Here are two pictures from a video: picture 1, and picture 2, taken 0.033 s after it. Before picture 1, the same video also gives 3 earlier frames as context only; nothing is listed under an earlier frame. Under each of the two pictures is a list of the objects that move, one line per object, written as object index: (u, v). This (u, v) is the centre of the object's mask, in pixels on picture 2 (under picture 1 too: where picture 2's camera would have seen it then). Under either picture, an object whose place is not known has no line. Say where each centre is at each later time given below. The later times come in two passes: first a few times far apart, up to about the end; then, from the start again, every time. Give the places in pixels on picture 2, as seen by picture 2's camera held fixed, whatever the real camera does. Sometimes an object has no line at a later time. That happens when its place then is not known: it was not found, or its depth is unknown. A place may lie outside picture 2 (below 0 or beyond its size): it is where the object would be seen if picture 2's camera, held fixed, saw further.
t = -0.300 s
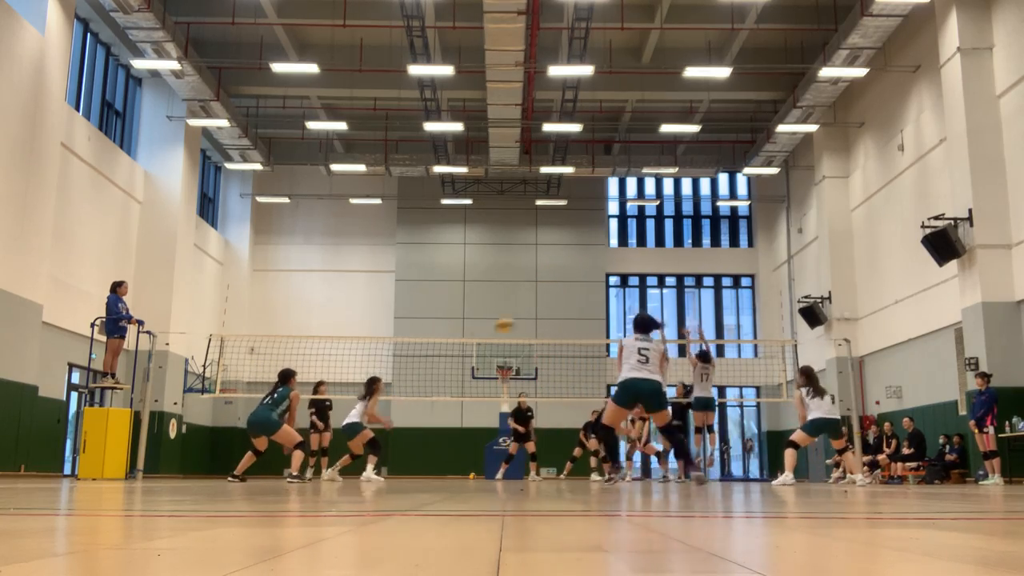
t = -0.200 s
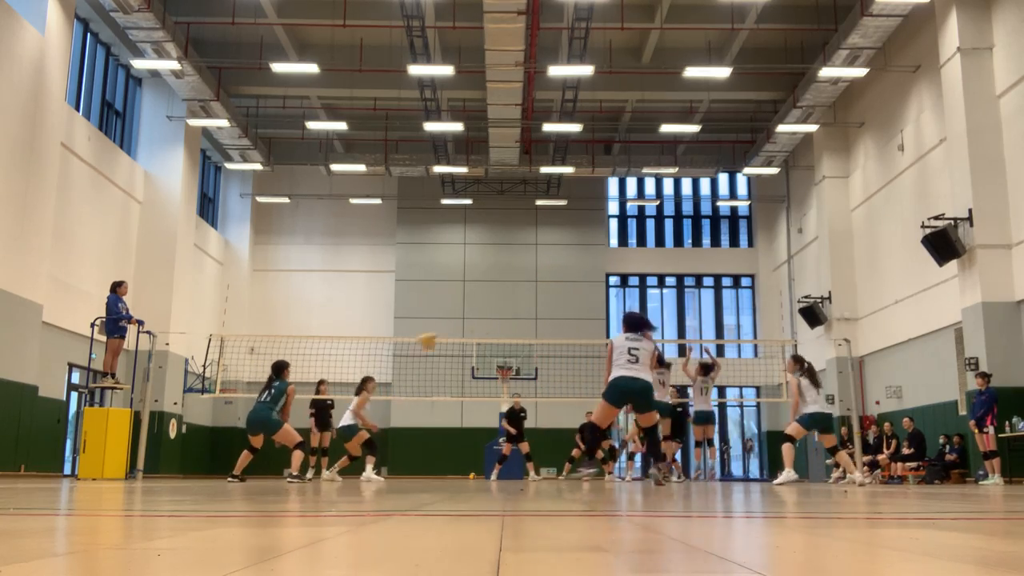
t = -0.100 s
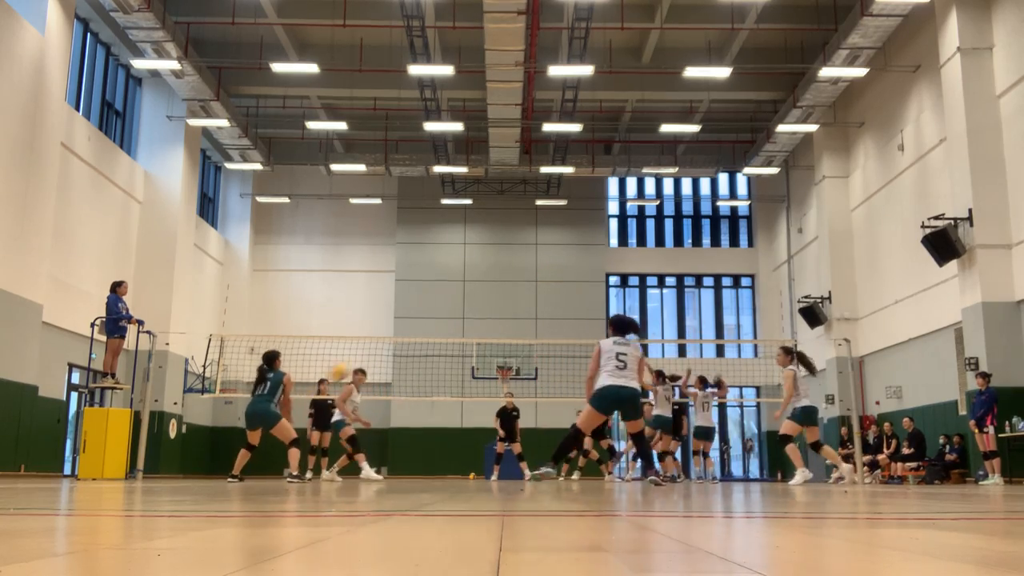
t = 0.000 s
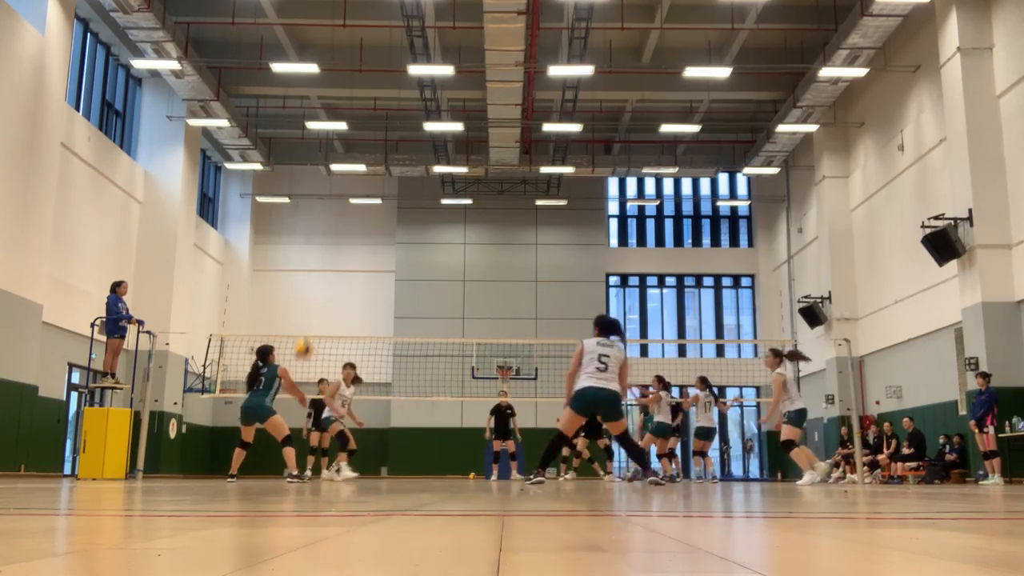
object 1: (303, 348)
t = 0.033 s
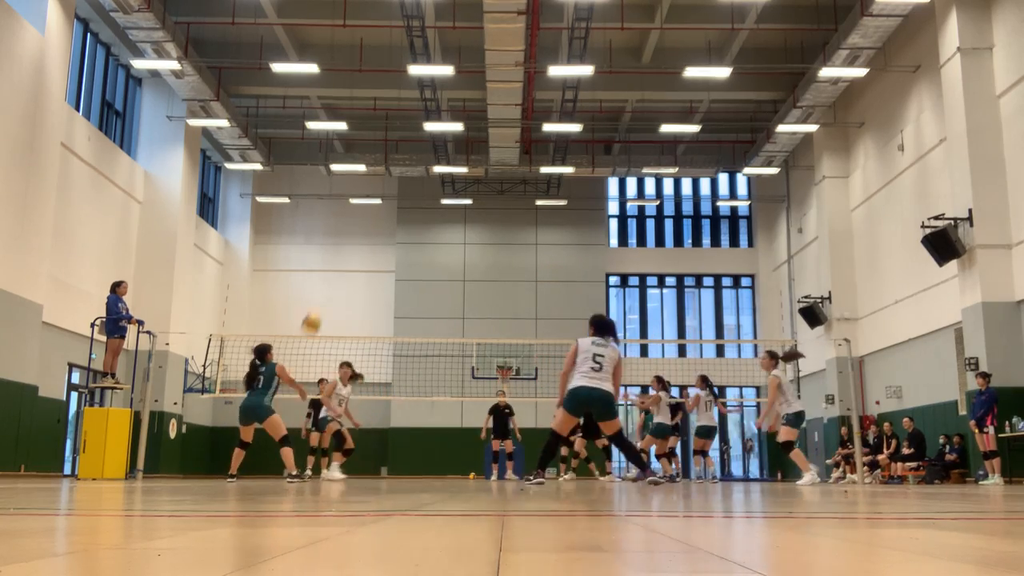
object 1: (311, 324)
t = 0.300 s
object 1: (361, 171)
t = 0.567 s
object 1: (396, 91)
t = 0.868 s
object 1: (430, 68)
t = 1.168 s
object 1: (460, 109)
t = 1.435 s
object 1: (485, 195)
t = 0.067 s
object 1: (319, 299)
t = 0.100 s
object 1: (325, 278)
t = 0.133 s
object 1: (331, 257)
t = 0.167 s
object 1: (337, 236)
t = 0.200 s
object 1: (343, 218)
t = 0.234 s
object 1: (349, 201)
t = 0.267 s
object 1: (354, 186)
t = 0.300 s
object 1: (361, 171)
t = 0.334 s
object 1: (365, 157)
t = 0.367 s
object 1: (369, 145)
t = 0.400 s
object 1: (375, 133)
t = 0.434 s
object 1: (379, 123)
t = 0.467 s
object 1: (383, 115)
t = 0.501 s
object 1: (388, 104)
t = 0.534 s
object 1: (392, 97)
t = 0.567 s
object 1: (396, 91)
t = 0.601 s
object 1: (400, 84)
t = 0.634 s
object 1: (404, 80)
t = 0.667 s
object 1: (407, 76)
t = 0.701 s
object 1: (411, 72)
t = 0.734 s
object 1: (414, 70)
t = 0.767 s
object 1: (419, 68)
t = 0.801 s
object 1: (423, 68)
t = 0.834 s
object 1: (426, 67)
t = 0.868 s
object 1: (430, 68)
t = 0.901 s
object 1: (433, 69)
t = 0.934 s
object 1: (437, 72)
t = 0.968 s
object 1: (440, 76)
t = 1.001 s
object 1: (444, 81)
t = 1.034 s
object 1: (447, 83)
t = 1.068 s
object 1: (450, 88)
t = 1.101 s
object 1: (453, 95)
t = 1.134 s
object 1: (456, 102)
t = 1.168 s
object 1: (460, 109)
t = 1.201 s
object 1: (464, 117)
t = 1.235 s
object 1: (467, 127)
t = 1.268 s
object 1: (469, 137)
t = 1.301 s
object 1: (473, 146)
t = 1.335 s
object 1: (475, 158)
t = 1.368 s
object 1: (479, 170)
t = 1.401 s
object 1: (482, 183)
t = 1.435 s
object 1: (485, 195)
